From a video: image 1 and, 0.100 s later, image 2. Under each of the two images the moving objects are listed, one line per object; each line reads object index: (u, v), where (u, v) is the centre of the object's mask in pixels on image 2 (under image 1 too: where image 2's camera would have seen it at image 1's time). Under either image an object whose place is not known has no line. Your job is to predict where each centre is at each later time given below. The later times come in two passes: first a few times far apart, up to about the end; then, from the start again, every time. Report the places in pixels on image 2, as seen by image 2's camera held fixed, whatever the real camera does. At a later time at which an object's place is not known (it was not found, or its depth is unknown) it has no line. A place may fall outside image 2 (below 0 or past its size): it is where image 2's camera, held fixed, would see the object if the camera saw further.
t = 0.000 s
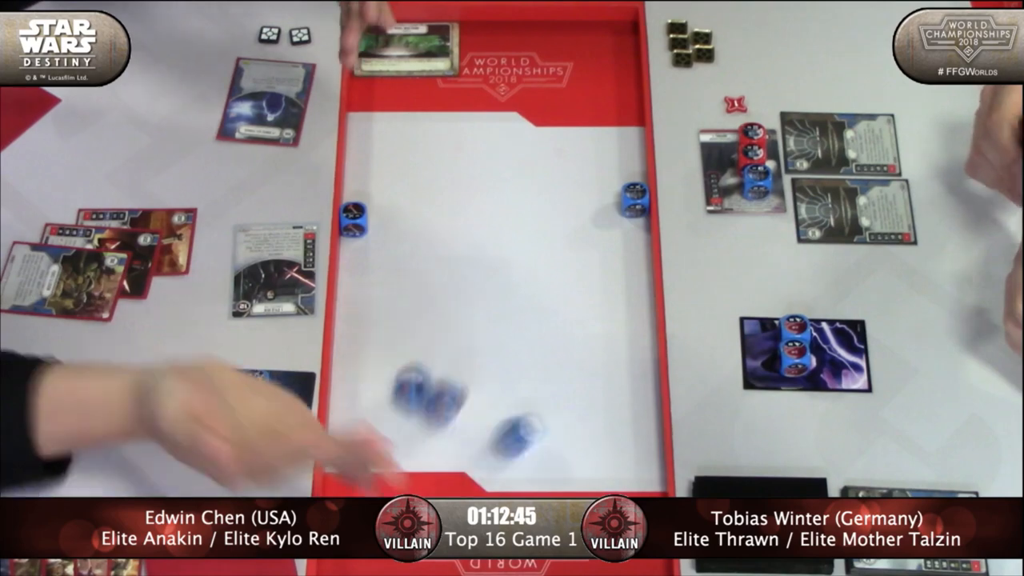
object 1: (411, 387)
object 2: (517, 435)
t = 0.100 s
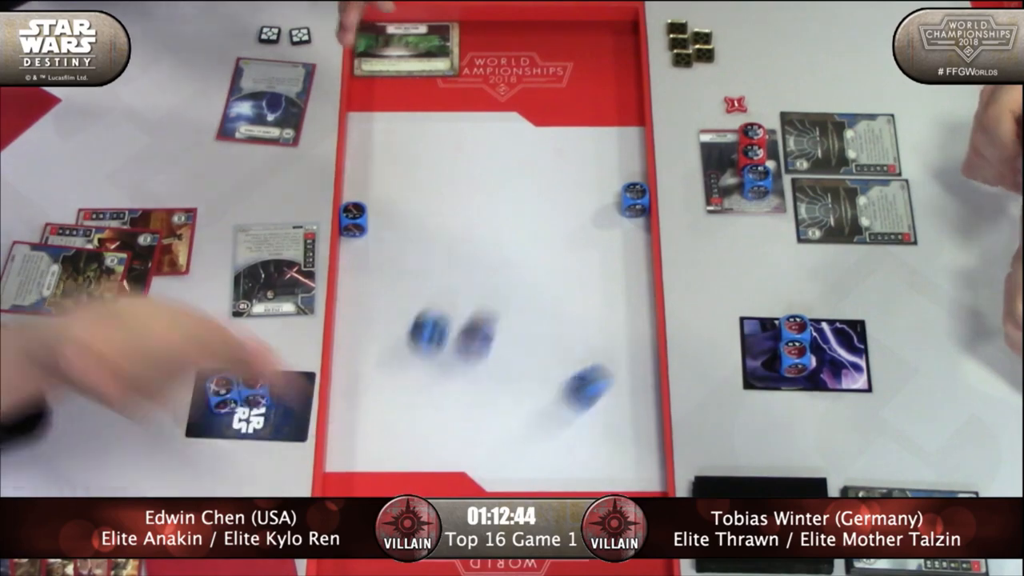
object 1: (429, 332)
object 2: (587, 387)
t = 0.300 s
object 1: (463, 267)
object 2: (612, 314)
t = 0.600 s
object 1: (459, 252)
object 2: (572, 265)
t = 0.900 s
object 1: (459, 252)
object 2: (566, 266)
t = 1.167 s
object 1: (459, 253)
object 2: (566, 266)
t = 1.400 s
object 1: (459, 253)
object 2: (566, 266)
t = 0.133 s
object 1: (435, 317)
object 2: (607, 377)
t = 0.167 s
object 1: (442, 303)
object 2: (626, 362)
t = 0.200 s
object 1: (450, 292)
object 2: (636, 350)
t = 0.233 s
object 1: (455, 282)
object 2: (626, 336)
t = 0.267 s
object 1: (461, 274)
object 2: (618, 324)
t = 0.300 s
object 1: (463, 267)
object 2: (612, 314)
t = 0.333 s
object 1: (464, 261)
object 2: (606, 308)
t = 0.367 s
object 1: (462, 257)
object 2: (604, 299)
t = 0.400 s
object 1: (460, 254)
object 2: (601, 292)
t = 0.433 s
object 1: (459, 253)
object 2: (598, 285)
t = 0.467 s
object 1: (459, 252)
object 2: (593, 280)
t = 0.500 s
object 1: (459, 252)
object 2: (589, 274)
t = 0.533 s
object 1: (459, 253)
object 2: (583, 269)
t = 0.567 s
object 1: (459, 252)
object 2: (578, 266)
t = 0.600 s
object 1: (459, 252)
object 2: (572, 265)
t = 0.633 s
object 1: (459, 252)
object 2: (567, 266)
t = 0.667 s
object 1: (459, 253)
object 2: (566, 265)
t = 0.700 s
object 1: (459, 253)
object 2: (566, 266)
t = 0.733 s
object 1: (459, 253)
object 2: (566, 266)
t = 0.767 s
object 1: (459, 252)
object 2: (566, 266)
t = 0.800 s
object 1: (459, 253)
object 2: (566, 266)
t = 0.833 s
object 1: (459, 253)
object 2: (566, 266)
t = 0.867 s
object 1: (459, 253)
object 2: (566, 266)
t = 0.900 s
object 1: (459, 252)
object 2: (566, 266)
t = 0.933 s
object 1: (459, 253)
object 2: (567, 265)
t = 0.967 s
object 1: (459, 252)
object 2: (566, 266)
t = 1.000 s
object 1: (459, 253)
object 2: (566, 266)
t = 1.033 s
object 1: (459, 252)
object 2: (566, 266)
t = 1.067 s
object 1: (459, 253)
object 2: (566, 266)
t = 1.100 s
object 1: (459, 252)
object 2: (566, 266)
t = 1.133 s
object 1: (459, 253)
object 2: (566, 266)
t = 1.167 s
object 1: (459, 253)
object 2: (566, 266)
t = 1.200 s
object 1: (459, 252)
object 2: (566, 266)
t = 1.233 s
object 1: (459, 253)
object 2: (566, 266)
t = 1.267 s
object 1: (459, 253)
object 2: (566, 266)
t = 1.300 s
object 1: (459, 253)
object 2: (566, 266)
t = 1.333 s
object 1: (459, 253)
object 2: (566, 266)
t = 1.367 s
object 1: (459, 253)
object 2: (566, 266)
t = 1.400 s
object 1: (459, 253)
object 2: (566, 266)
